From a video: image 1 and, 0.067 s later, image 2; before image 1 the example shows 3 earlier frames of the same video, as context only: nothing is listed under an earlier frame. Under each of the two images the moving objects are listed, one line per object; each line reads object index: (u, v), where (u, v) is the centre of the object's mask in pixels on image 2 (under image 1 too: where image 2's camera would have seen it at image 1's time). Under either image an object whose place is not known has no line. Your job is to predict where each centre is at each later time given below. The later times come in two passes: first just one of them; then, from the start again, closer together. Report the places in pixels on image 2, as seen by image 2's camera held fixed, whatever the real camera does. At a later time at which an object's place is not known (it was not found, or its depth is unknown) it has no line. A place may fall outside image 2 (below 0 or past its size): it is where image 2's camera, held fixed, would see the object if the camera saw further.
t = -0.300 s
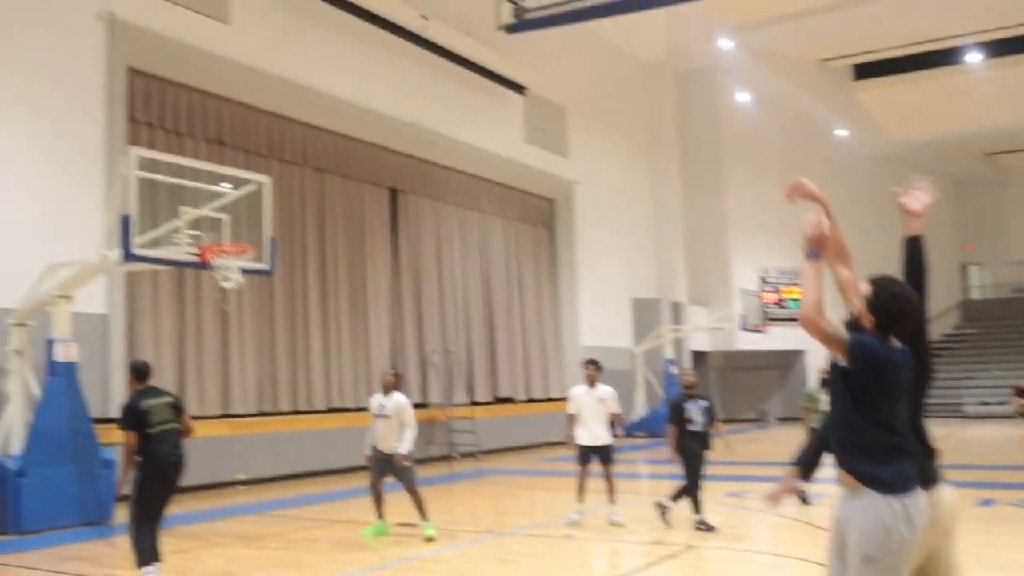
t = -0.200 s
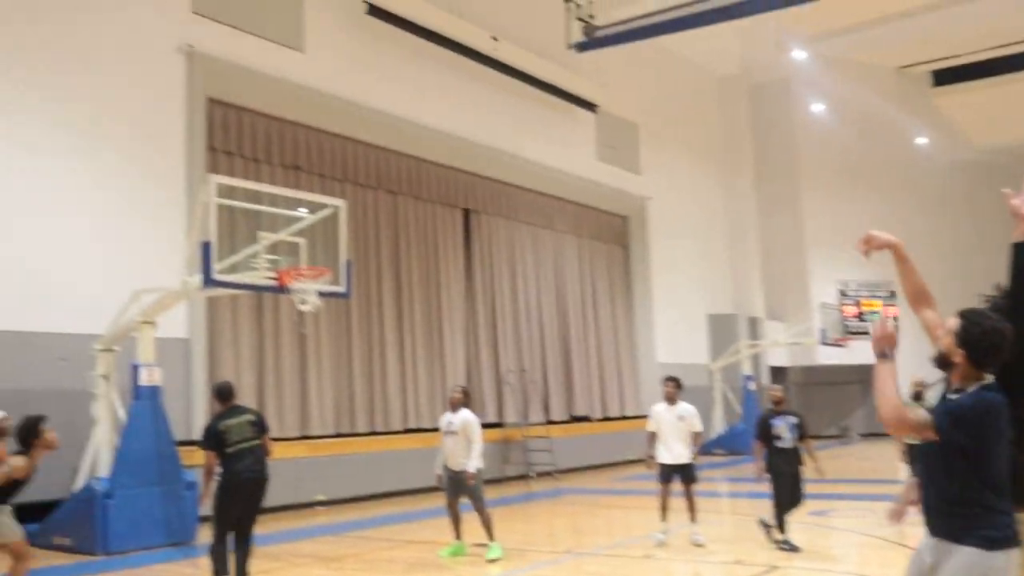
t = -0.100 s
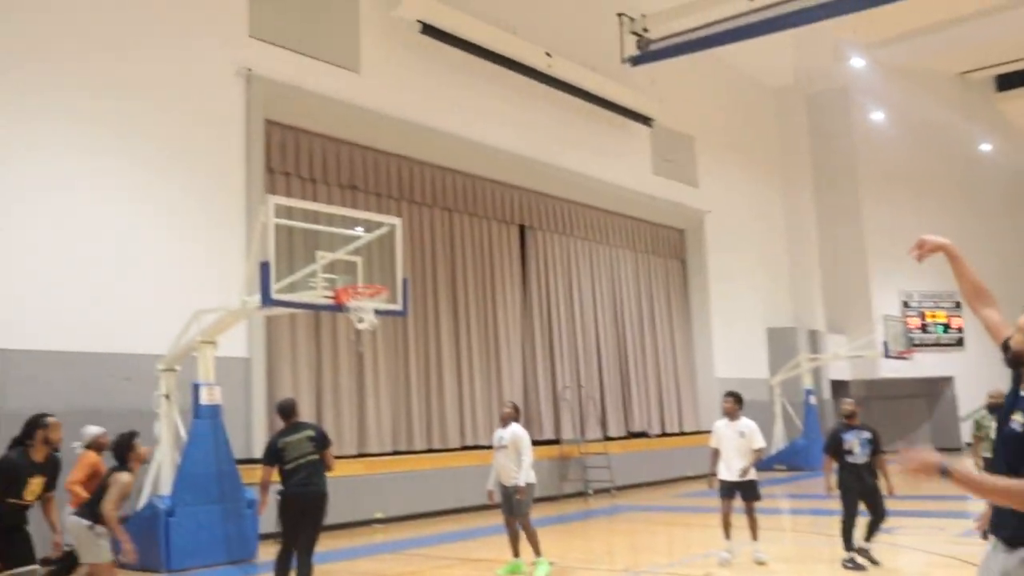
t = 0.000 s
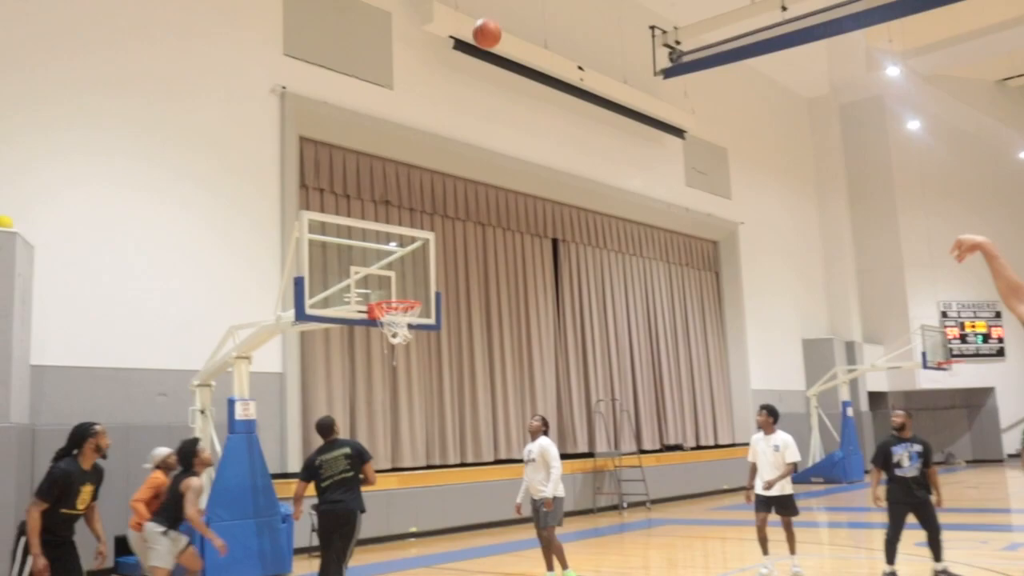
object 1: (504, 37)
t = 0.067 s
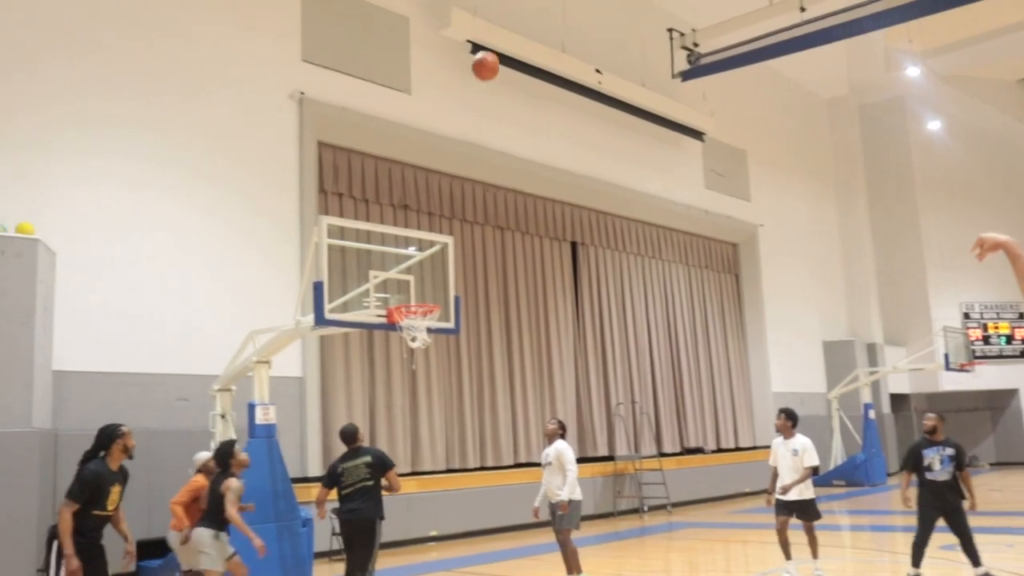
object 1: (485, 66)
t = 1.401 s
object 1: (626, 237)
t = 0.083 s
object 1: (481, 74)
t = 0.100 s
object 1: (477, 81)
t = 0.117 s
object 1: (472, 89)
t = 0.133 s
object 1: (467, 98)
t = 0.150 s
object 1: (463, 106)
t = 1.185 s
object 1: (575, 189)
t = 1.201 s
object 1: (579, 191)
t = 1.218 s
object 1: (583, 194)
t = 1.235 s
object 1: (587, 197)
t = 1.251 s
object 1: (591, 200)
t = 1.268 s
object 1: (595, 203)
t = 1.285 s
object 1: (599, 207)
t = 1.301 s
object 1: (603, 210)
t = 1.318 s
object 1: (607, 214)
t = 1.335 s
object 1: (611, 218)
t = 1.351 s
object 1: (615, 222)
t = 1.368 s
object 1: (619, 227)
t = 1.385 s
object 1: (622, 232)
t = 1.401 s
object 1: (626, 237)
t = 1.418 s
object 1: (630, 242)
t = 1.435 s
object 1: (633, 247)
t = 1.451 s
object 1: (636, 253)
